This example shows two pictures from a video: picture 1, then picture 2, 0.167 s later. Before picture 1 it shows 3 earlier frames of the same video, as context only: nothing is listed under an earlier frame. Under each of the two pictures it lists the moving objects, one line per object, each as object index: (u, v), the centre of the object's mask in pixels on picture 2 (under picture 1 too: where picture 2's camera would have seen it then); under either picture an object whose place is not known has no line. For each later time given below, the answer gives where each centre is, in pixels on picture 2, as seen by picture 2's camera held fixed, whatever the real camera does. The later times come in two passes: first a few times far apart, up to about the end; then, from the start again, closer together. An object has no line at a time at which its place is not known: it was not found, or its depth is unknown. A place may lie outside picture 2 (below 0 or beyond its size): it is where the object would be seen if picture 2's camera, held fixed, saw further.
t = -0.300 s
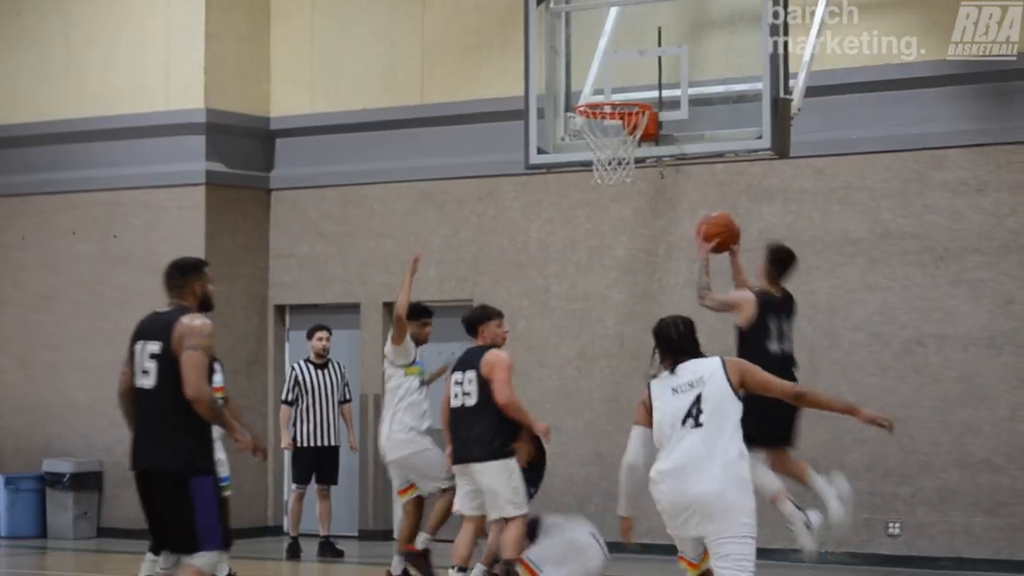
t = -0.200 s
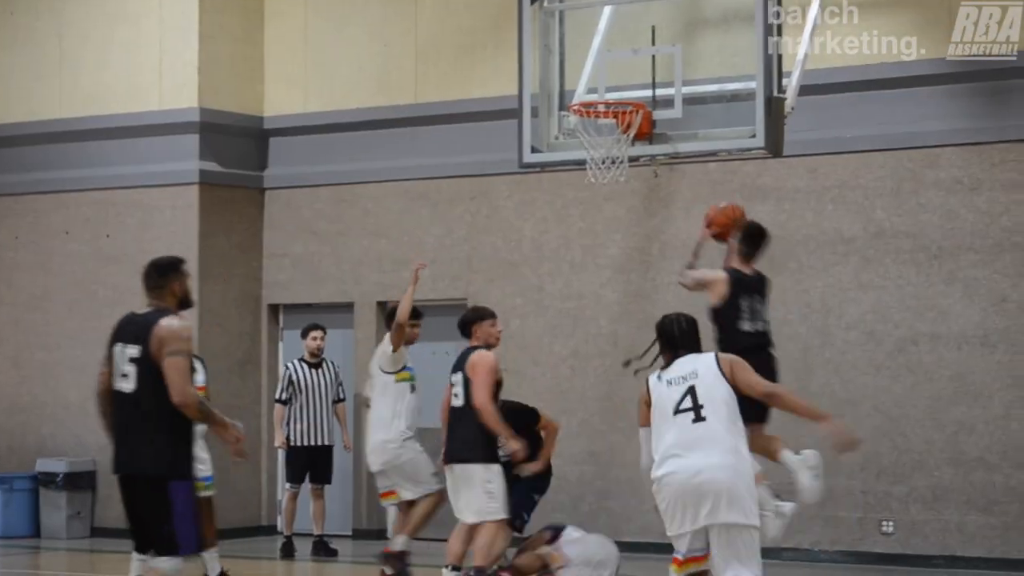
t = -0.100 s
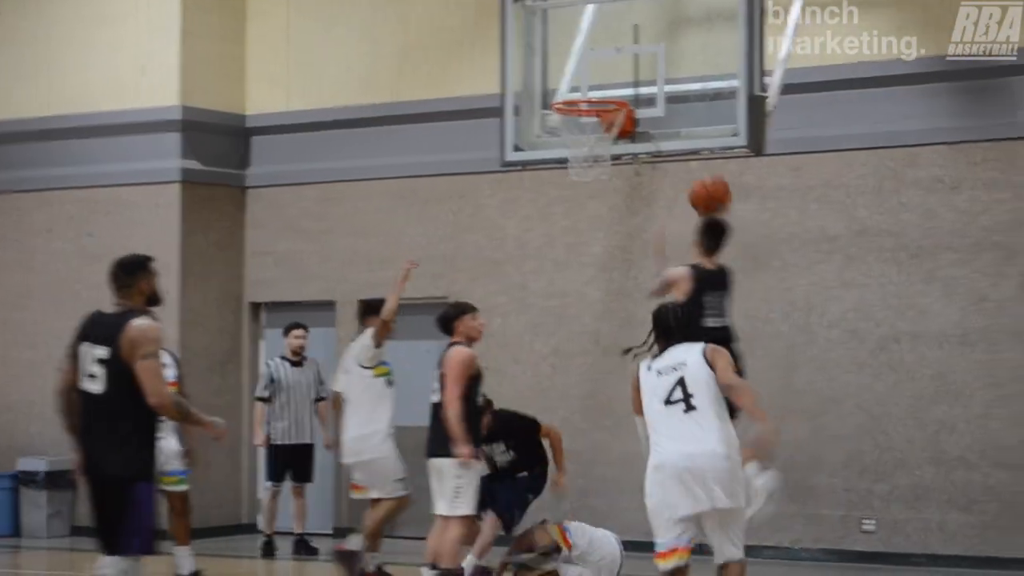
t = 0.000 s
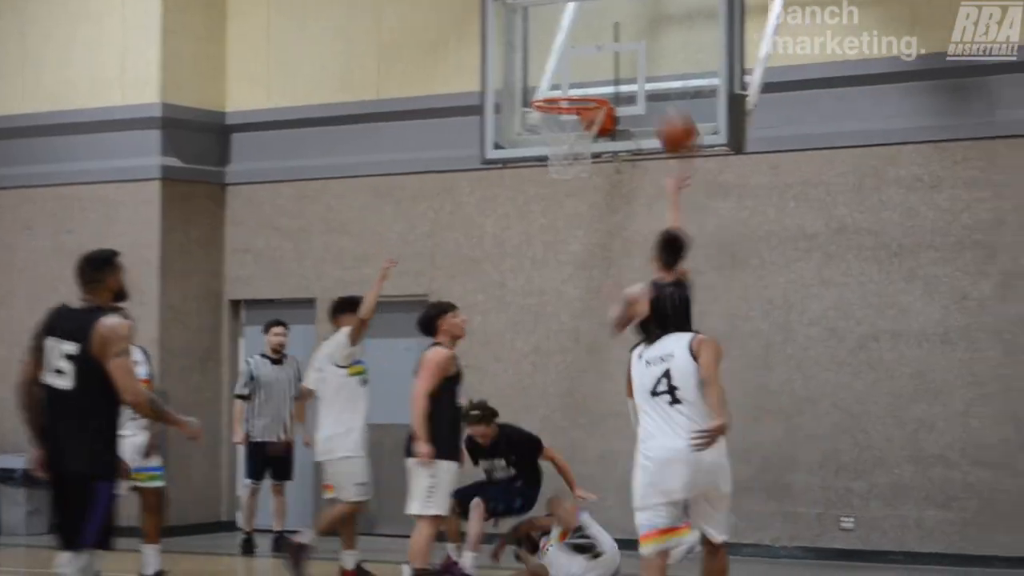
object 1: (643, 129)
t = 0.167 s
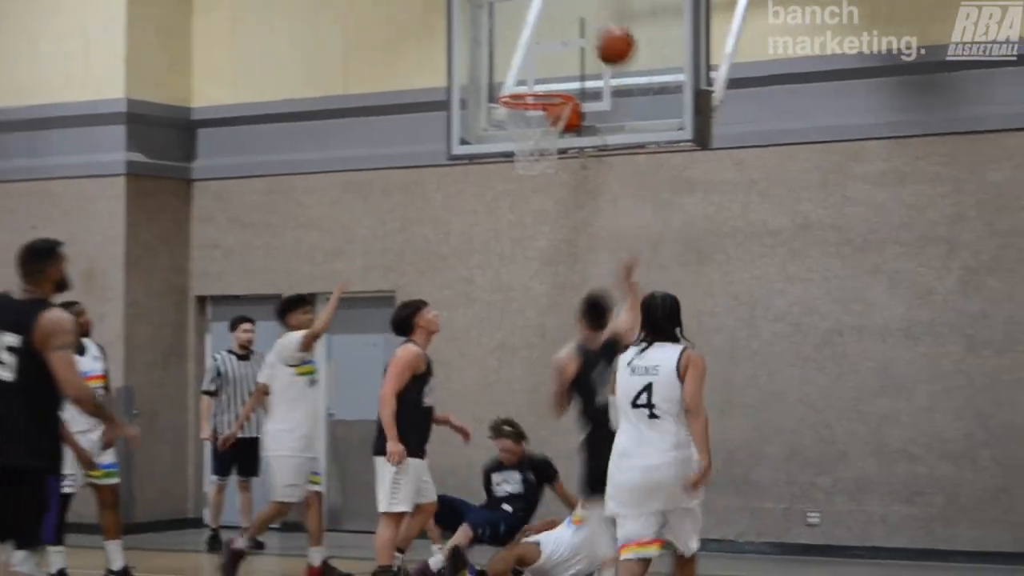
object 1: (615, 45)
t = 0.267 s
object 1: (599, 19)
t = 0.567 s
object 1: (550, 34)
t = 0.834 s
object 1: (546, 136)
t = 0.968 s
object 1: (562, 178)
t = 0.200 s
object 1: (610, 34)
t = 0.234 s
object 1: (603, 25)
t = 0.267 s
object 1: (599, 19)
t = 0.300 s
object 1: (593, 16)
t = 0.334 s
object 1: (588, 12)
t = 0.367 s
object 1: (583, 8)
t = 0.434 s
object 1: (572, 10)
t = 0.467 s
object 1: (567, 13)
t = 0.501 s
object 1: (561, 19)
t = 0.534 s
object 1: (555, 25)
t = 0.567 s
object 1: (550, 34)
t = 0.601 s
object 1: (545, 44)
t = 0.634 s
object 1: (539, 56)
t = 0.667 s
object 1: (534, 69)
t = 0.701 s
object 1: (528, 81)
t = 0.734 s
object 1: (525, 100)
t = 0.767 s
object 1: (532, 112)
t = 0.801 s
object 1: (538, 121)
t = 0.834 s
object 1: (546, 136)
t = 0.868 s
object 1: (551, 147)
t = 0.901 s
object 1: (555, 157)
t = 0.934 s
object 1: (558, 166)
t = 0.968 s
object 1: (562, 178)
